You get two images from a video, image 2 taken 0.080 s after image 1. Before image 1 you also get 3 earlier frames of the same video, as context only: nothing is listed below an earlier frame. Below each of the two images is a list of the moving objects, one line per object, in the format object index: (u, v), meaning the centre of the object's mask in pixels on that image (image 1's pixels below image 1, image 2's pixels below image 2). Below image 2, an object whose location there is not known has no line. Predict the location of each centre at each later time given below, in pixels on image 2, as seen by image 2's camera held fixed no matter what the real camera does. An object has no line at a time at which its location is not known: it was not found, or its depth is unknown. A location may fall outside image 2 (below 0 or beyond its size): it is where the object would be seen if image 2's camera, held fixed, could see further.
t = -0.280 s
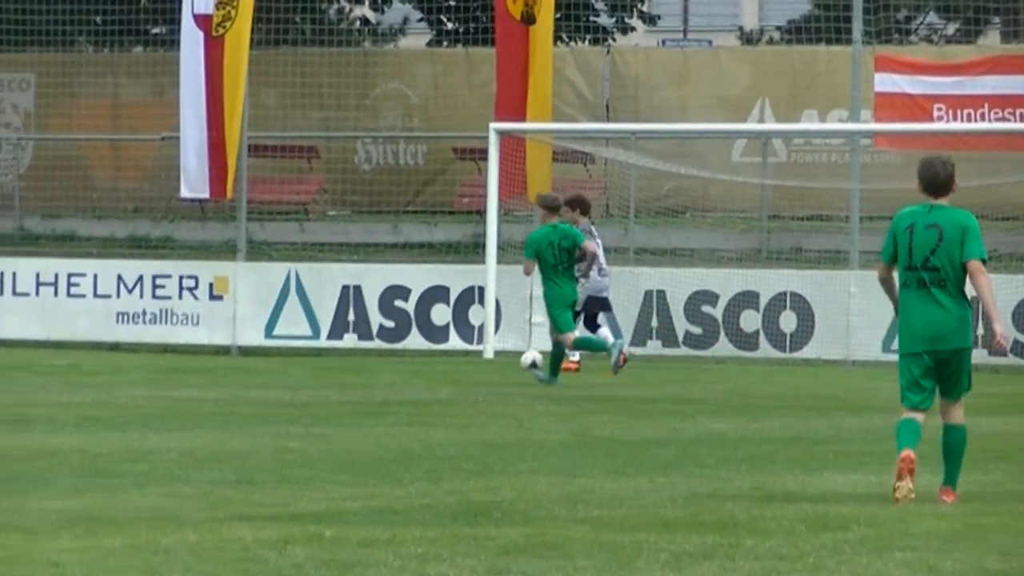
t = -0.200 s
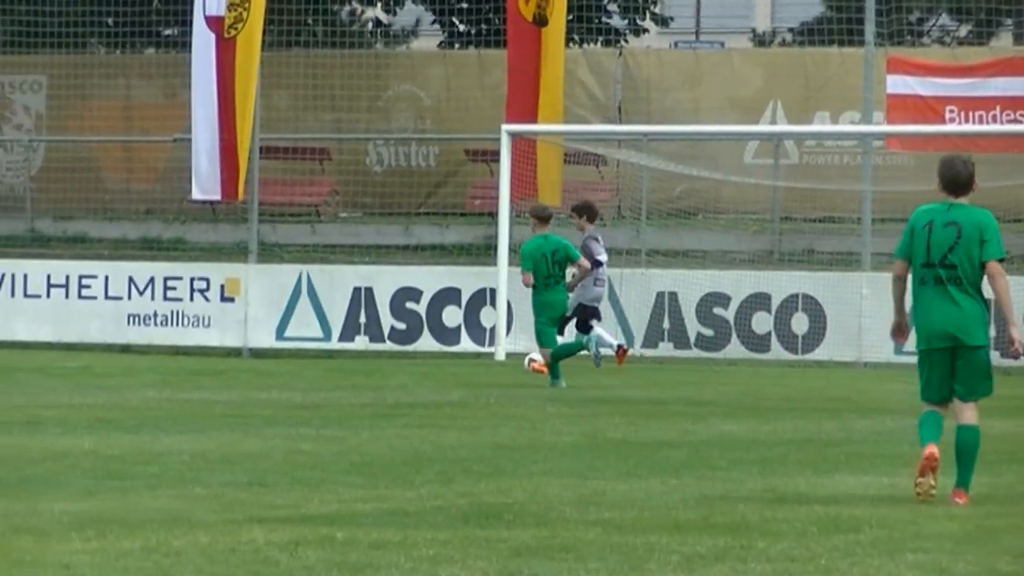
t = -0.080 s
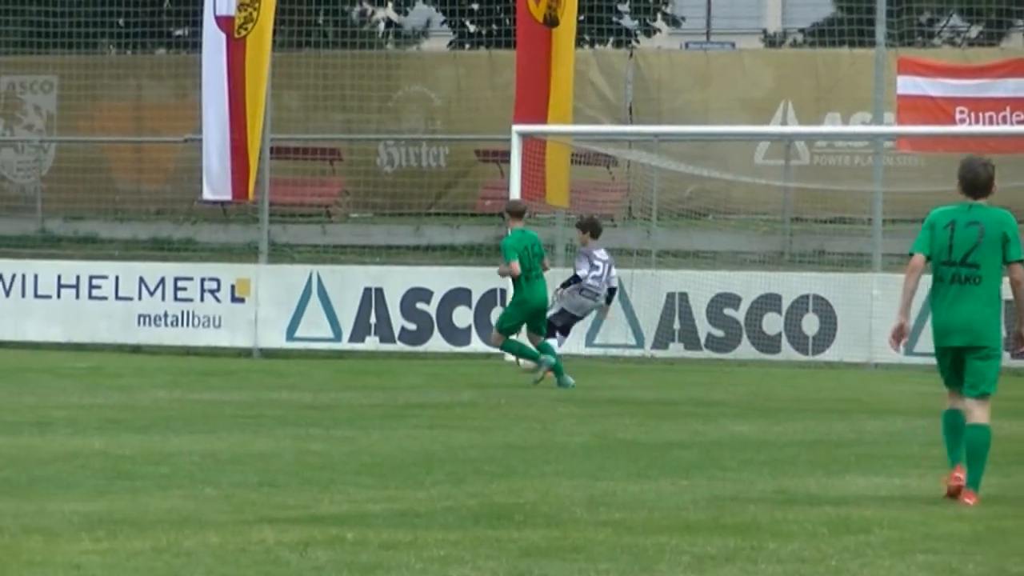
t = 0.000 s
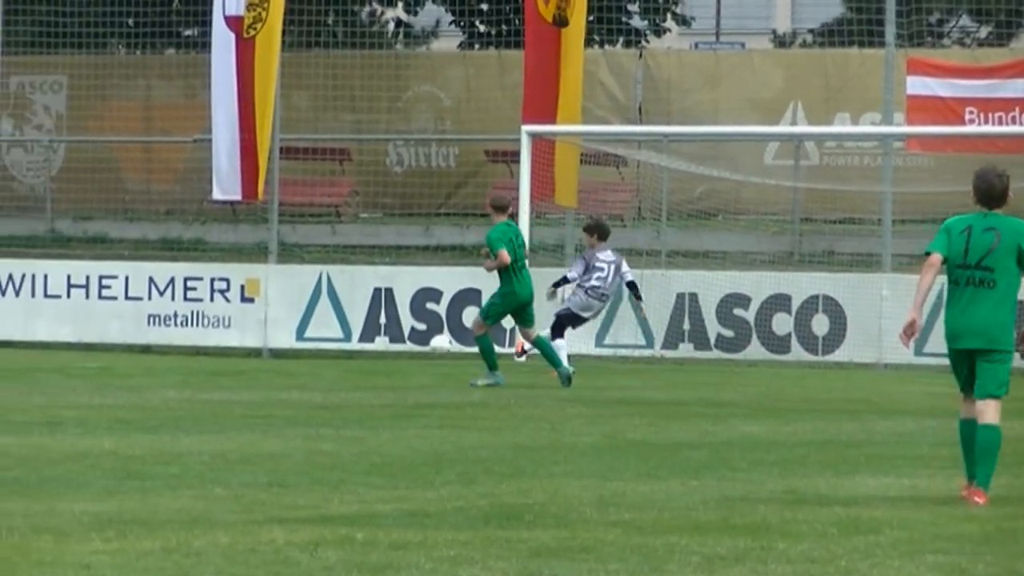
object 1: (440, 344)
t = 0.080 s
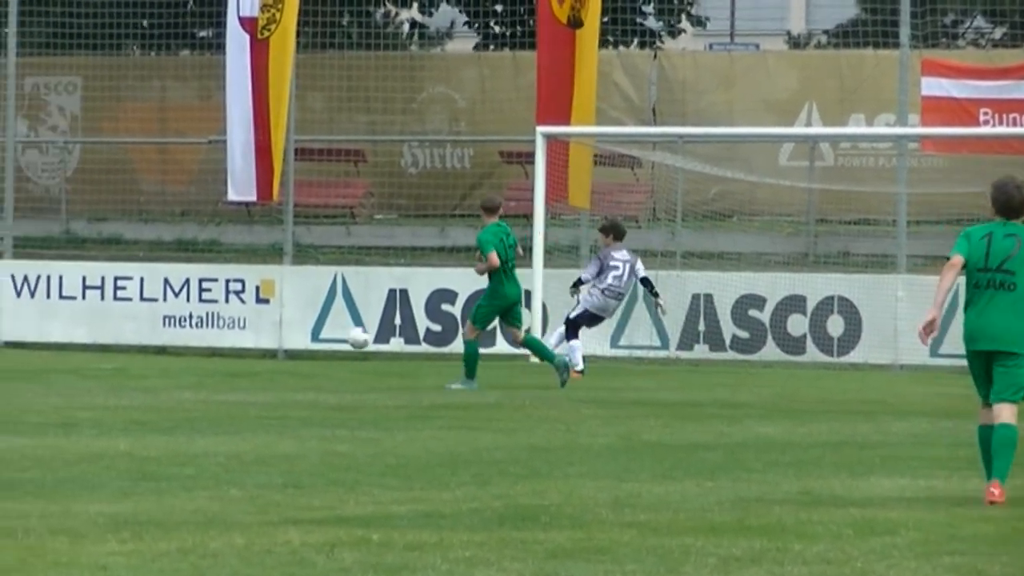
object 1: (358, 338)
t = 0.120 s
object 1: (312, 336)
